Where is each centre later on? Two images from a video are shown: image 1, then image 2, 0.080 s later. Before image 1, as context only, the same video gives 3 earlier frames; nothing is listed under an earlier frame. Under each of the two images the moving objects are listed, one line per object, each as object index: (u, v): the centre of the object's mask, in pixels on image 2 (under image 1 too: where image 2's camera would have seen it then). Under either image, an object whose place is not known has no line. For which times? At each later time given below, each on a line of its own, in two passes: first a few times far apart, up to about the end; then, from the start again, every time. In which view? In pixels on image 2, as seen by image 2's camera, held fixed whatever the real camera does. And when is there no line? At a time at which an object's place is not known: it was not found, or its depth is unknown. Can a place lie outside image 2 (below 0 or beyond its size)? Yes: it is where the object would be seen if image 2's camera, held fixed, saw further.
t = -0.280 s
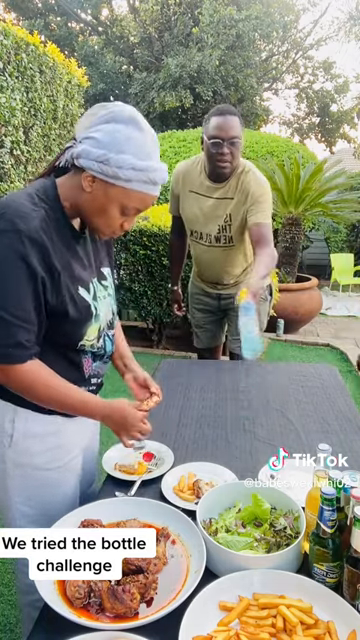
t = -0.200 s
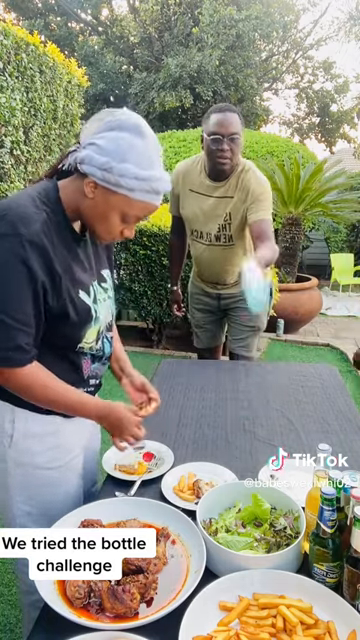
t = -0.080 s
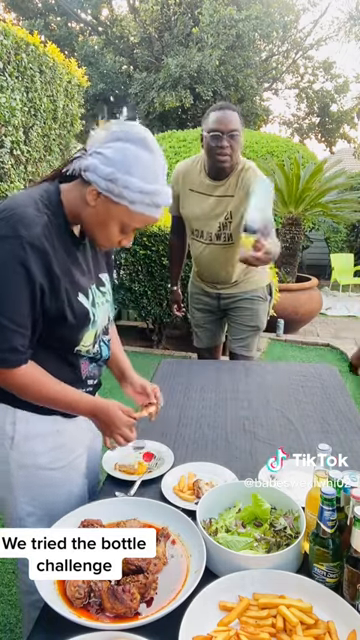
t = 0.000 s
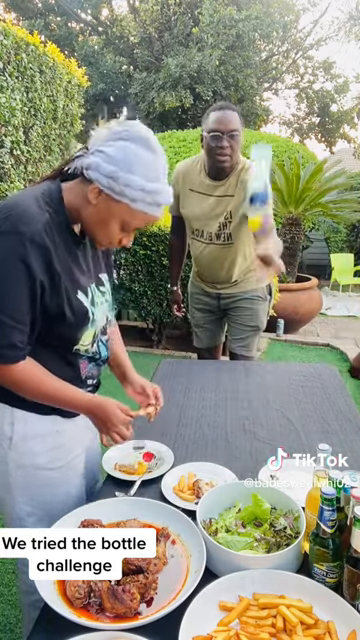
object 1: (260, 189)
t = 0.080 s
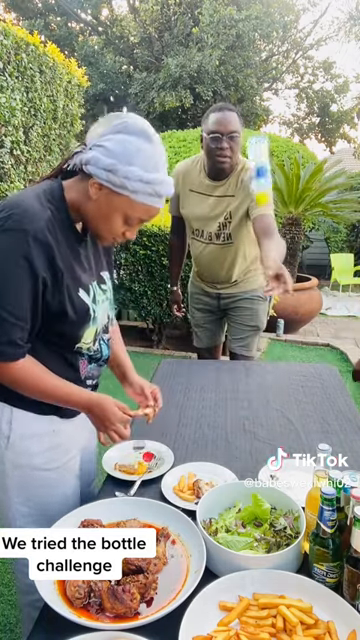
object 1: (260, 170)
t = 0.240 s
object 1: (256, 203)
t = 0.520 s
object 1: (249, 387)
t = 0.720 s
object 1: (254, 389)
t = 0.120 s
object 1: (259, 167)
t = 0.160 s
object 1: (258, 172)
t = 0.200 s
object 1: (257, 185)
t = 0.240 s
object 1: (256, 203)
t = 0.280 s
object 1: (254, 225)
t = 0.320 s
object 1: (252, 252)
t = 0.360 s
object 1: (251, 279)
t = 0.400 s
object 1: (249, 314)
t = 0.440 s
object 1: (247, 347)
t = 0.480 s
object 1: (249, 380)
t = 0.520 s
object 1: (249, 387)
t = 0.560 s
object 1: (251, 386)
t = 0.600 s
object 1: (251, 387)
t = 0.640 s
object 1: (252, 389)
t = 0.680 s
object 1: (254, 389)
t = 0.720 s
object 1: (254, 389)
